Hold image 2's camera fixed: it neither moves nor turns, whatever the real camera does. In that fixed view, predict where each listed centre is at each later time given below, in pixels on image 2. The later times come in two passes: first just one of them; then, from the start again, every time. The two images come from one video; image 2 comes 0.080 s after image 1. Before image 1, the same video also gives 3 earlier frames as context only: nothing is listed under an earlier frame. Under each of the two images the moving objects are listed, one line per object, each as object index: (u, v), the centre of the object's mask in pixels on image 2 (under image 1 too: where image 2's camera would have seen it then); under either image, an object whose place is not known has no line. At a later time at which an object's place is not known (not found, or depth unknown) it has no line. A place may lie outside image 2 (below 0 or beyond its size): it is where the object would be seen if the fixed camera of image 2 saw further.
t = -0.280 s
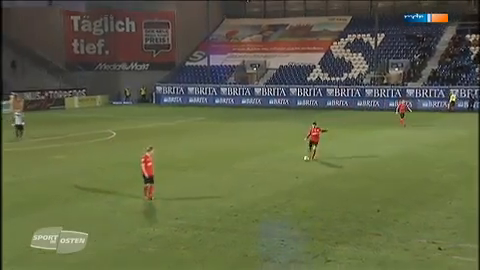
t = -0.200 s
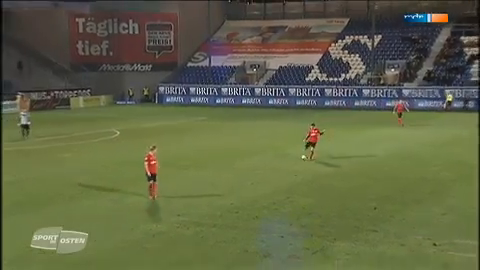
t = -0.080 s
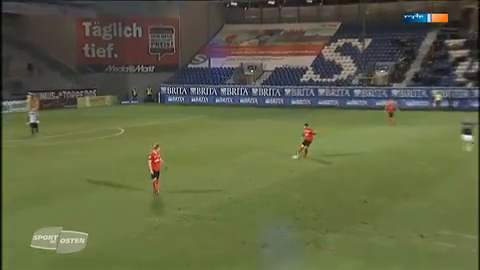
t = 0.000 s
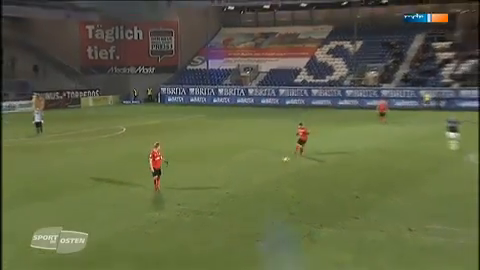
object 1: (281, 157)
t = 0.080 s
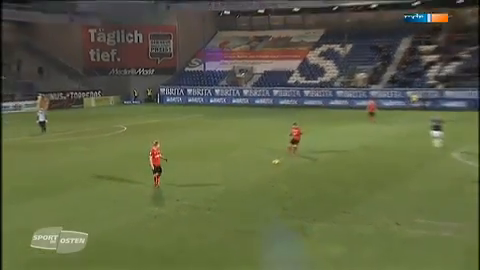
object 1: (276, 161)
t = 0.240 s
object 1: (269, 171)
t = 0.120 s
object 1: (273, 163)
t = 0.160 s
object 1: (272, 165)
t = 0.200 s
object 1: (270, 167)
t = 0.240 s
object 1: (269, 171)
